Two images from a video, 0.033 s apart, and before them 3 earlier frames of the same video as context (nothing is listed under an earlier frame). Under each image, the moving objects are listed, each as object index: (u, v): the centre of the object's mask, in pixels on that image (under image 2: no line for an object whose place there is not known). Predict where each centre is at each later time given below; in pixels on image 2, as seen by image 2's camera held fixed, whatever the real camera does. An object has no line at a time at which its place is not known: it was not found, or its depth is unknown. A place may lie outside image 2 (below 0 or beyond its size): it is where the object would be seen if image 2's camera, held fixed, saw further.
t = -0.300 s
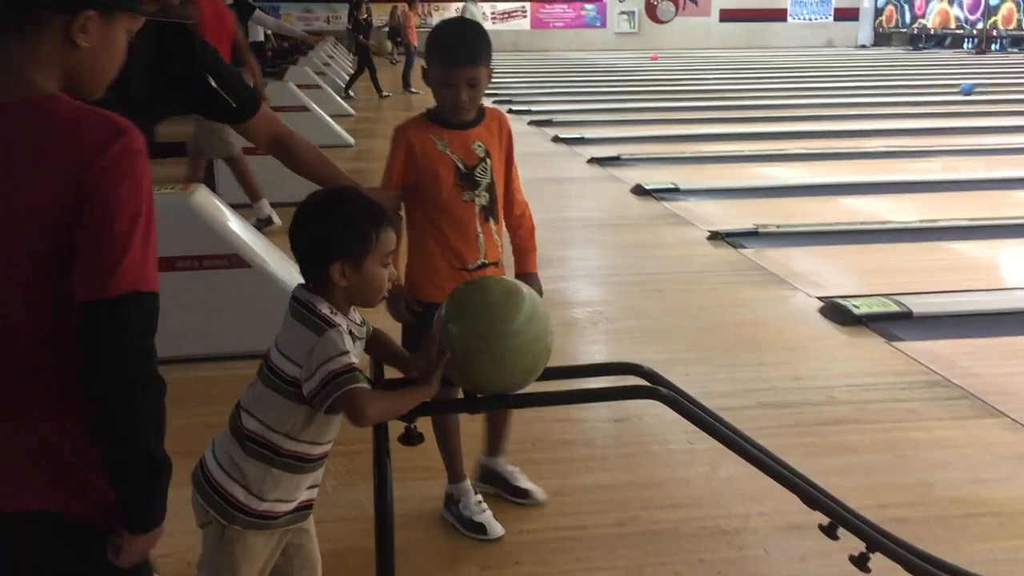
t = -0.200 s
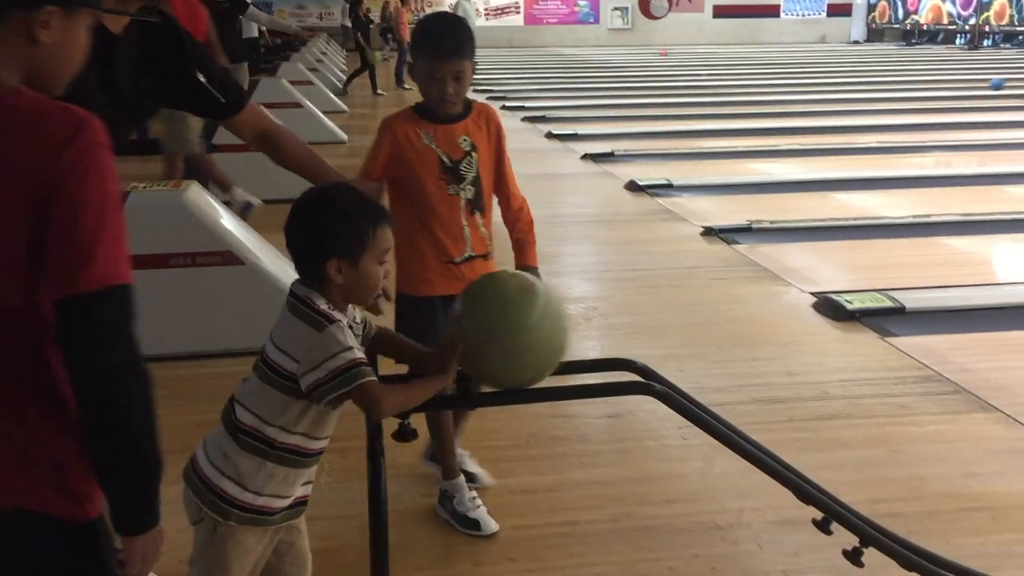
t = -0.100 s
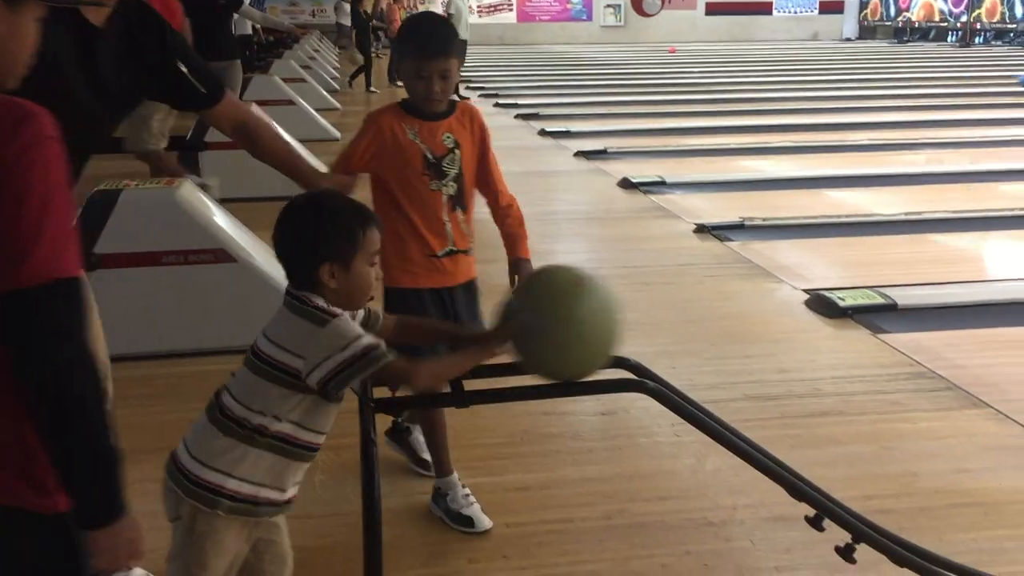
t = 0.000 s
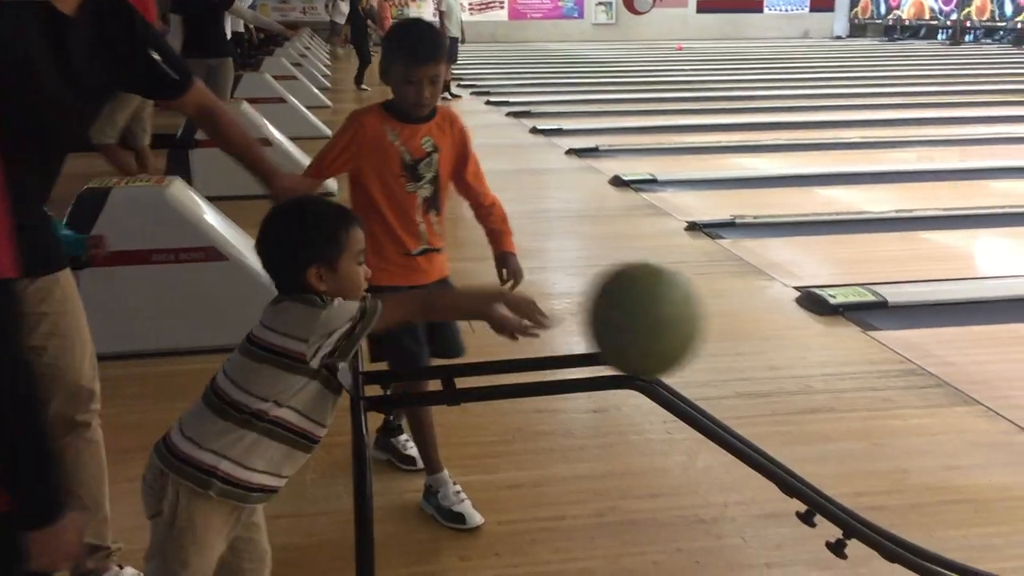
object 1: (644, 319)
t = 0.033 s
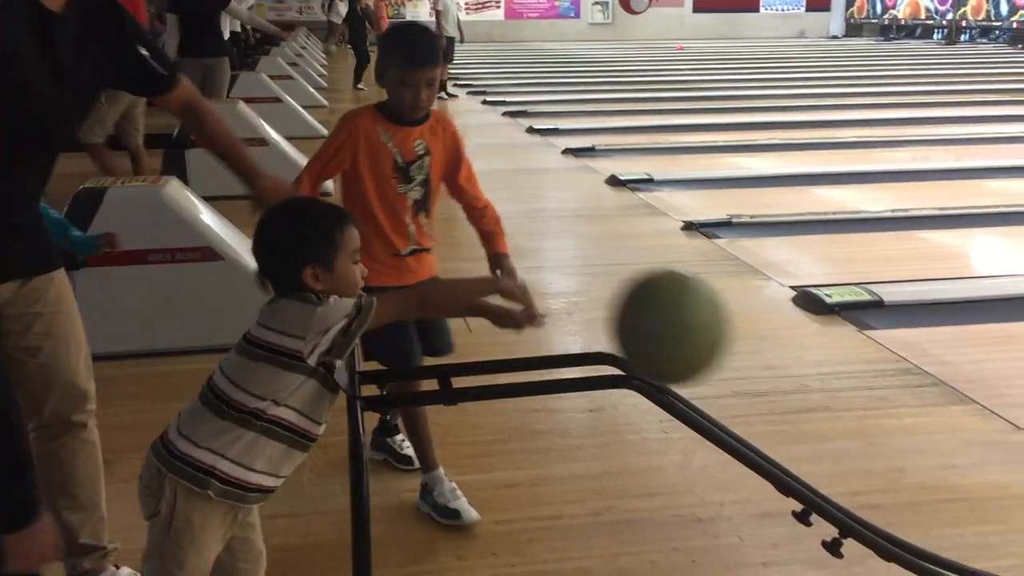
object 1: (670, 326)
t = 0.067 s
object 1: (700, 339)
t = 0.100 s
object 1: (728, 358)
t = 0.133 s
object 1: (757, 382)
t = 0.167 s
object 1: (786, 411)
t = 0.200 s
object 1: (820, 438)
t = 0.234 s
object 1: (859, 464)
